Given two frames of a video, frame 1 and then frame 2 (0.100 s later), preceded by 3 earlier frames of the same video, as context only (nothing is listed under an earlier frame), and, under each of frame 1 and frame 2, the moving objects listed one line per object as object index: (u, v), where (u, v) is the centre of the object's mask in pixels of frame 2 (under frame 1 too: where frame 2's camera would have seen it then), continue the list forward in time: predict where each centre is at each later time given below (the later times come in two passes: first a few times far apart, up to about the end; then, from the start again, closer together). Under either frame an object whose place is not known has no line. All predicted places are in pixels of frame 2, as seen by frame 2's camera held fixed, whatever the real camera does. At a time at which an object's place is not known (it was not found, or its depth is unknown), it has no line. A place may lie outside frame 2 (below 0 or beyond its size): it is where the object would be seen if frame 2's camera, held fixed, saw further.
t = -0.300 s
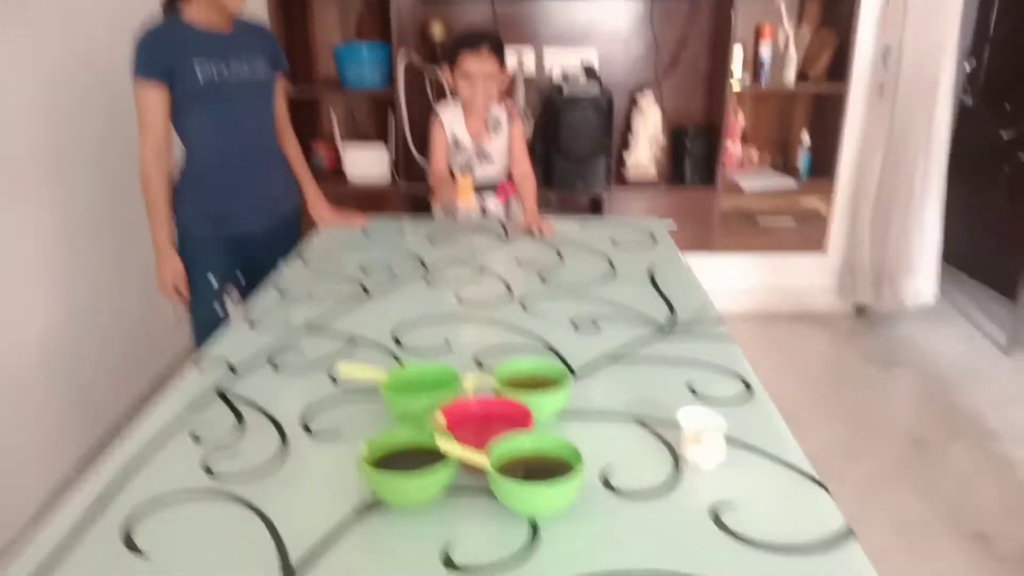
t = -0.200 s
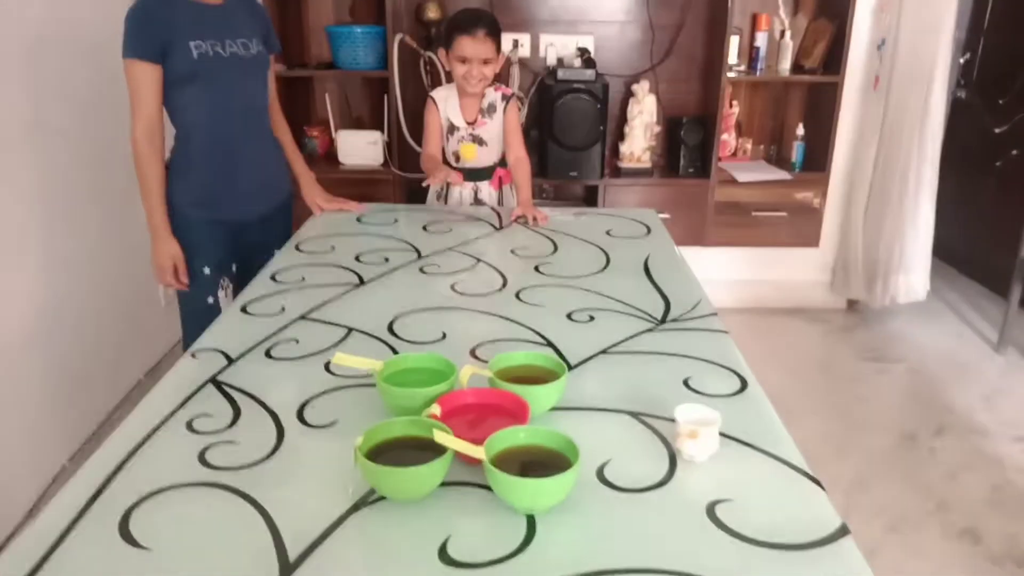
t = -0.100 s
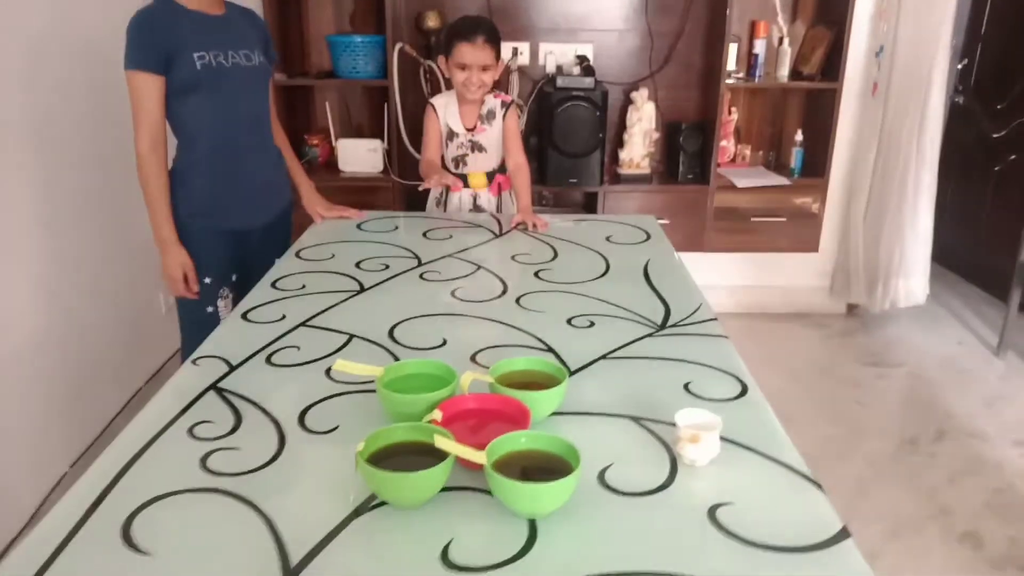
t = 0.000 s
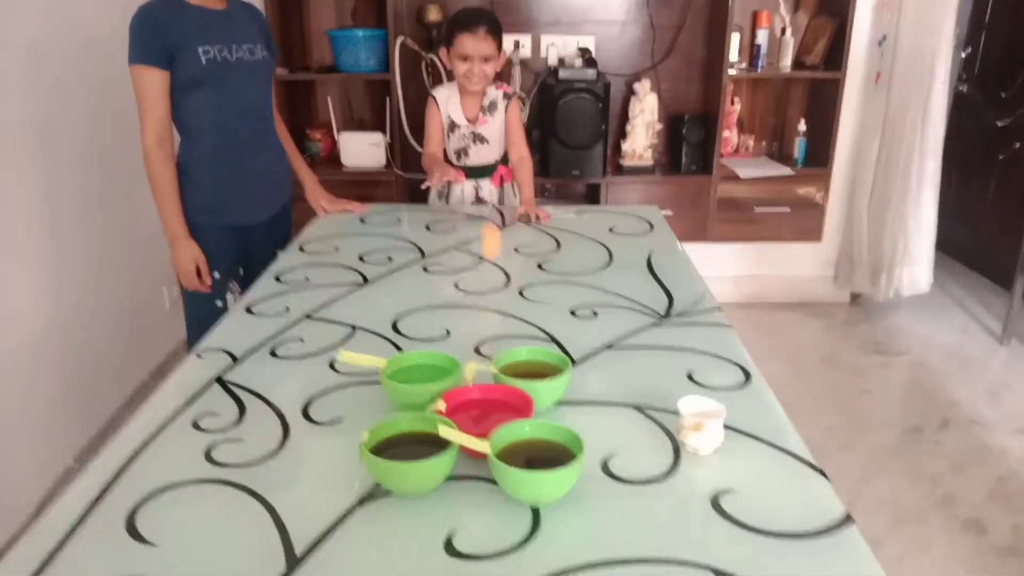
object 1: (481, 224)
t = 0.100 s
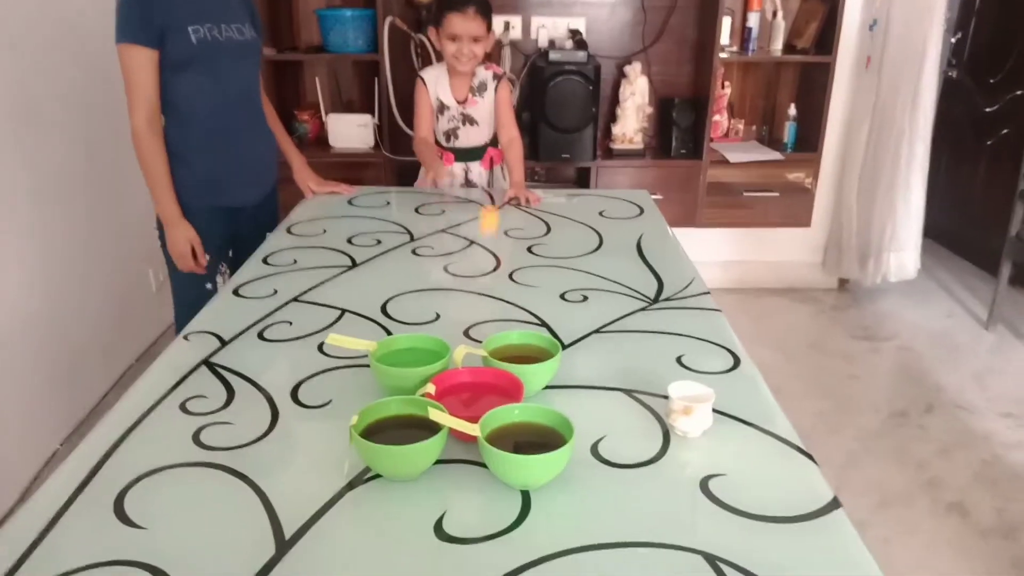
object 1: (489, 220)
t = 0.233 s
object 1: (500, 201)
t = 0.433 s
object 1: (519, 281)
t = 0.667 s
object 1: (536, 294)
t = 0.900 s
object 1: (551, 303)
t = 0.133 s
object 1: (492, 206)
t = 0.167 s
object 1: (494, 199)
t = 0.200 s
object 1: (498, 198)
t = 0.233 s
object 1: (500, 201)
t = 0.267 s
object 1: (504, 210)
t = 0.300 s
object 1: (507, 223)
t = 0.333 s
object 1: (510, 247)
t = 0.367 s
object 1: (513, 275)
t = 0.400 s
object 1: (517, 297)
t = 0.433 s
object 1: (519, 281)
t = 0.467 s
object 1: (521, 266)
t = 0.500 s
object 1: (523, 254)
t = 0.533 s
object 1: (526, 249)
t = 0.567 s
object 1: (528, 250)
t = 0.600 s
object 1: (531, 258)
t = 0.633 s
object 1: (534, 272)
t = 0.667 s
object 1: (536, 294)
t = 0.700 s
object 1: (539, 317)
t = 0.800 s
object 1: (543, 313)
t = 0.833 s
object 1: (546, 303)
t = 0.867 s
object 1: (549, 300)
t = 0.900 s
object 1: (551, 303)
